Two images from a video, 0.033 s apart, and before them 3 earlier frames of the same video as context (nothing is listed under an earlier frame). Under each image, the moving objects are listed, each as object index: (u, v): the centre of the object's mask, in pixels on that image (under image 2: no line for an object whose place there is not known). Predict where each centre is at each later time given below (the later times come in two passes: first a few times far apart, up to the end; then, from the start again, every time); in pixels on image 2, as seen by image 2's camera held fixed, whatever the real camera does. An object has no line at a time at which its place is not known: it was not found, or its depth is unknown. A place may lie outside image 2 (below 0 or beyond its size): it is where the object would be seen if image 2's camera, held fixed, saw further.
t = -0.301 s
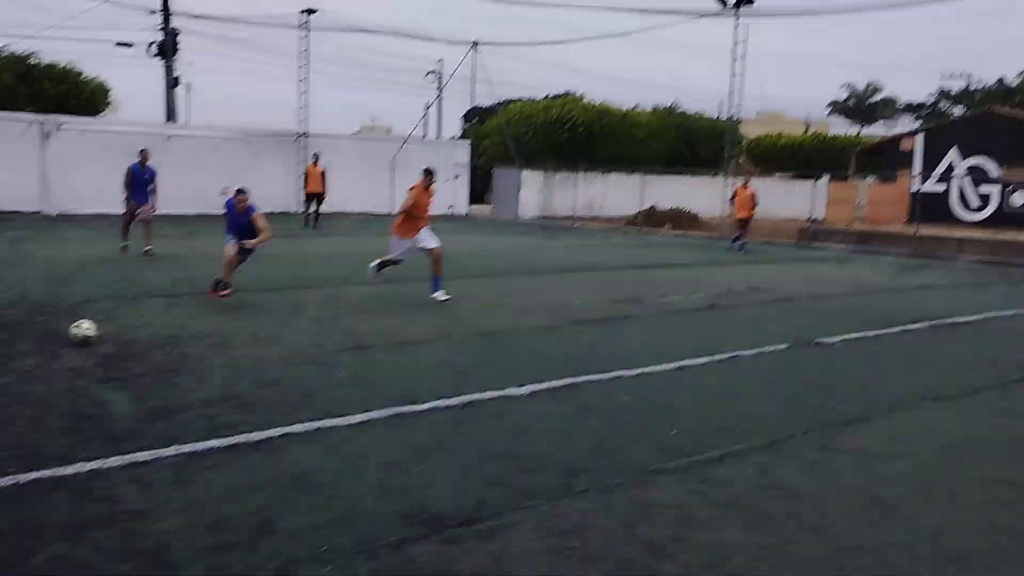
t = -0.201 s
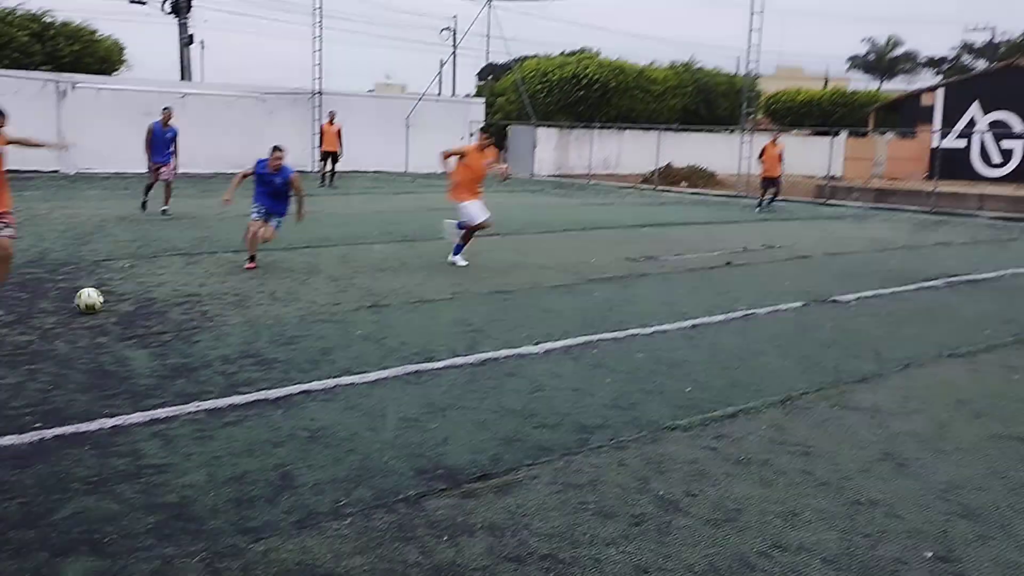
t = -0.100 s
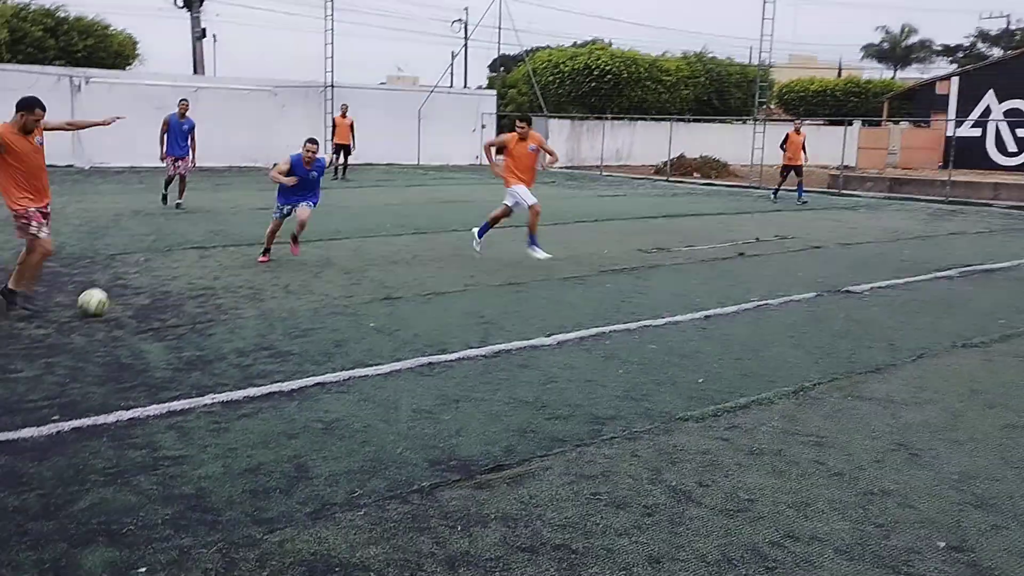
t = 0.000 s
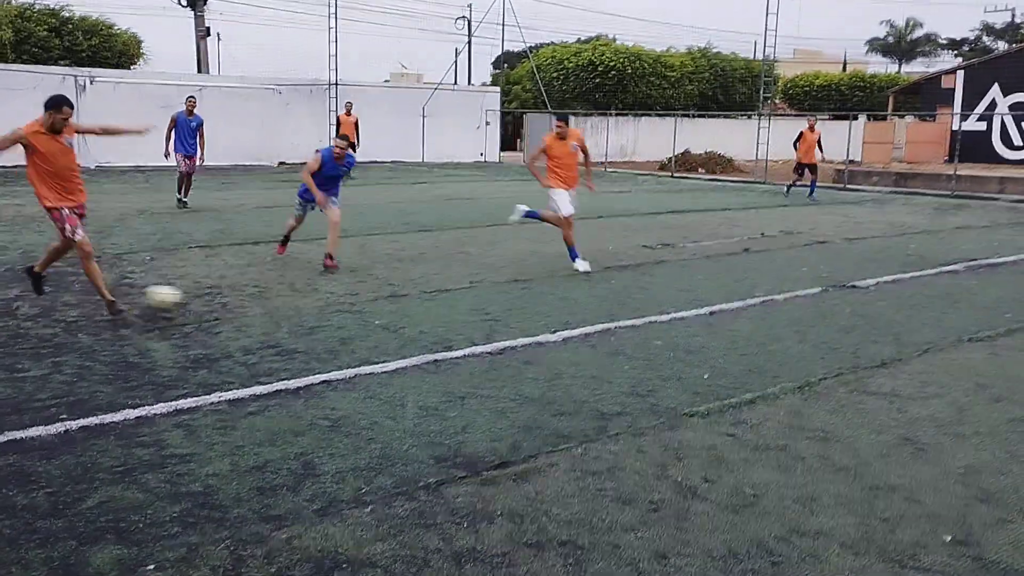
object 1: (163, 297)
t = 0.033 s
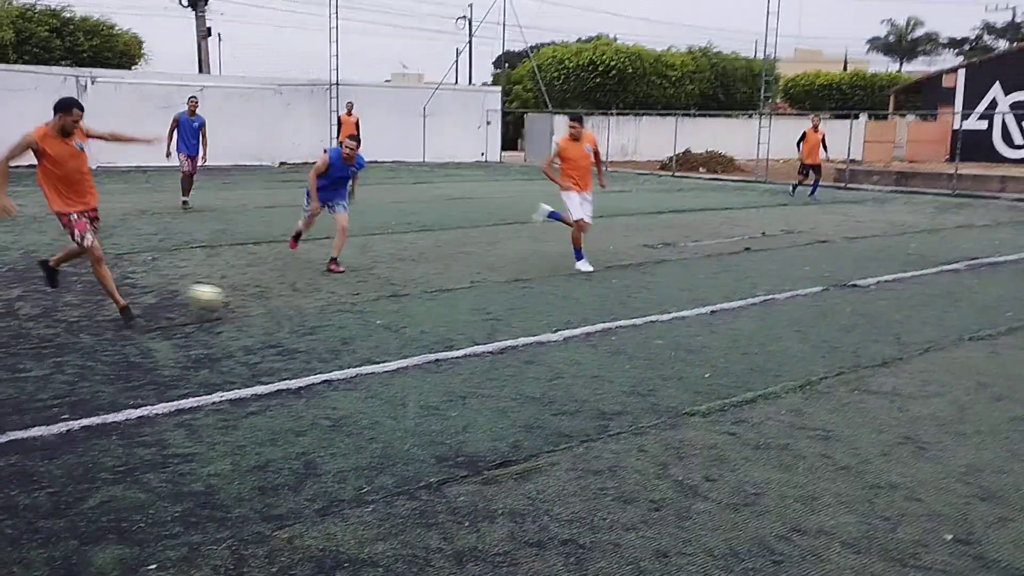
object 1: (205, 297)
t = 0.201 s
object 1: (402, 306)
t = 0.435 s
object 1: (616, 309)
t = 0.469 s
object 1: (638, 303)
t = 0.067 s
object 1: (246, 296)
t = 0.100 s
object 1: (286, 297)
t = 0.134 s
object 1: (326, 300)
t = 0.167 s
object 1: (366, 304)
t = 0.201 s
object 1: (402, 306)
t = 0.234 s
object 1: (433, 303)
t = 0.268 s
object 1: (463, 301)
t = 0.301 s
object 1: (494, 300)
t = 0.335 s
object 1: (525, 300)
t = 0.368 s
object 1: (555, 301)
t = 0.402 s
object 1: (586, 305)
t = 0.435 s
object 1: (616, 309)
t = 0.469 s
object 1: (638, 303)
